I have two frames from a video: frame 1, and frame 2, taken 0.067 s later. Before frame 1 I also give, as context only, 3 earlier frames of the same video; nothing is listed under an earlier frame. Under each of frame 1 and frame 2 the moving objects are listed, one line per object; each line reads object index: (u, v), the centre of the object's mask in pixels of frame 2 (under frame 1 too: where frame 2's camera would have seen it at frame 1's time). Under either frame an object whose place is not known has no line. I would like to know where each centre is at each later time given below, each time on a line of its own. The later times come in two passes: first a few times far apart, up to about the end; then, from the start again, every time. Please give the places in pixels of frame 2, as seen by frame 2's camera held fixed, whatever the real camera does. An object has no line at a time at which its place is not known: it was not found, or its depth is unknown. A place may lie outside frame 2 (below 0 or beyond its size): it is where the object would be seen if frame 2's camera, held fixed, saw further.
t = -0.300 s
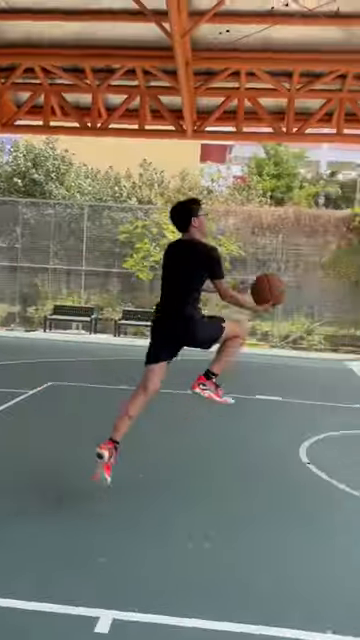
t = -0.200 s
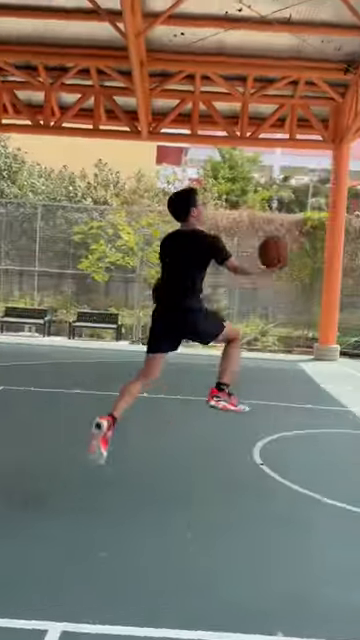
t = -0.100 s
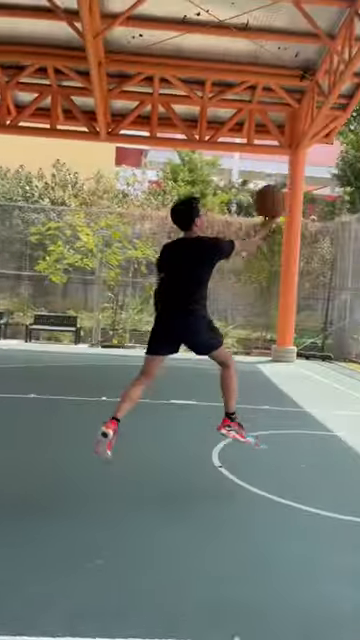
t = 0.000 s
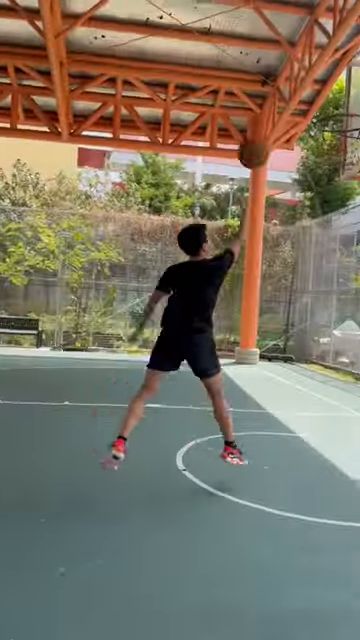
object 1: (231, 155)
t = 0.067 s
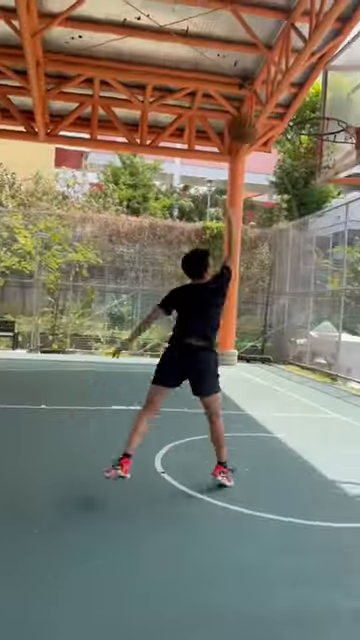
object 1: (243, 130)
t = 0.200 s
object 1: (264, 96)
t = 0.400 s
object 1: (295, 88)
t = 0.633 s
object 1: (321, 144)
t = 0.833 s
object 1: (341, 163)
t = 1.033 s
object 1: (349, 194)
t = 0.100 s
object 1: (249, 118)
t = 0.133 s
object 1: (254, 107)
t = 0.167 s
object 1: (260, 100)
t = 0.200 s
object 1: (264, 96)
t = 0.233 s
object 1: (273, 89)
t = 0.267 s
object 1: (276, 86)
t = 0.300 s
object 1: (282, 86)
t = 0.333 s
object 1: (285, 85)
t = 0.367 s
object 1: (290, 86)
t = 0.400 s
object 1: (295, 88)
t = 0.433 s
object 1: (300, 93)
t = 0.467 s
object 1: (304, 97)
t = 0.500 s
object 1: (309, 103)
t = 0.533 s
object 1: (312, 107)
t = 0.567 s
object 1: (312, 122)
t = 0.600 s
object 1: (318, 129)
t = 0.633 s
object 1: (321, 144)
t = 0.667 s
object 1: (324, 152)
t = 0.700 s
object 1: (329, 162)
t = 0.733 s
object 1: (331, 162)
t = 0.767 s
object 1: (337, 160)
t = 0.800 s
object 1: (338, 162)
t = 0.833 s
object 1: (341, 163)
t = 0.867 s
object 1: (345, 167)
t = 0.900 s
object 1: (348, 174)
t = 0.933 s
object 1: (348, 176)
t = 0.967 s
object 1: (348, 180)
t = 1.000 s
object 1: (348, 186)
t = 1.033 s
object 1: (349, 194)
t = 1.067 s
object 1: (349, 203)
